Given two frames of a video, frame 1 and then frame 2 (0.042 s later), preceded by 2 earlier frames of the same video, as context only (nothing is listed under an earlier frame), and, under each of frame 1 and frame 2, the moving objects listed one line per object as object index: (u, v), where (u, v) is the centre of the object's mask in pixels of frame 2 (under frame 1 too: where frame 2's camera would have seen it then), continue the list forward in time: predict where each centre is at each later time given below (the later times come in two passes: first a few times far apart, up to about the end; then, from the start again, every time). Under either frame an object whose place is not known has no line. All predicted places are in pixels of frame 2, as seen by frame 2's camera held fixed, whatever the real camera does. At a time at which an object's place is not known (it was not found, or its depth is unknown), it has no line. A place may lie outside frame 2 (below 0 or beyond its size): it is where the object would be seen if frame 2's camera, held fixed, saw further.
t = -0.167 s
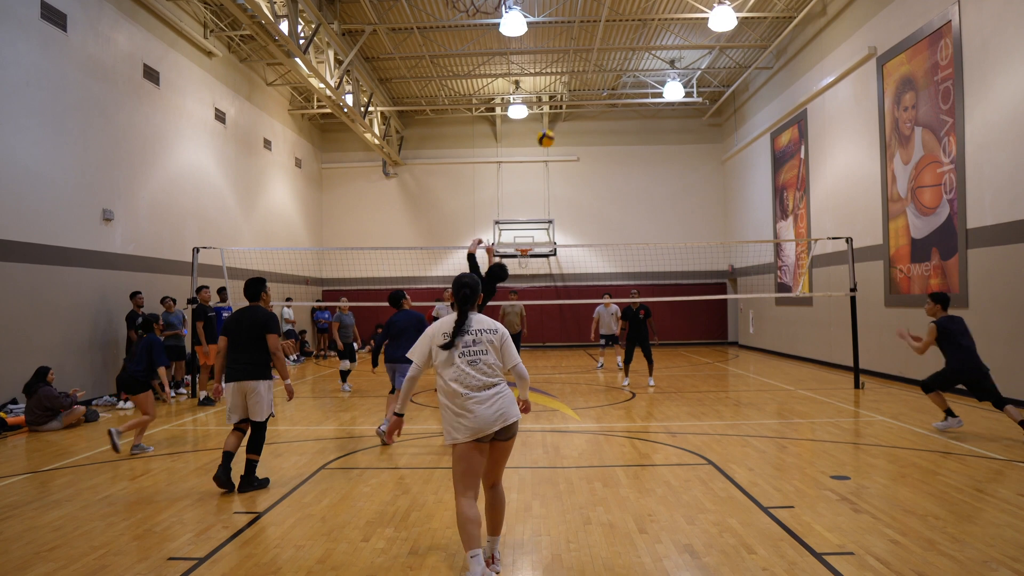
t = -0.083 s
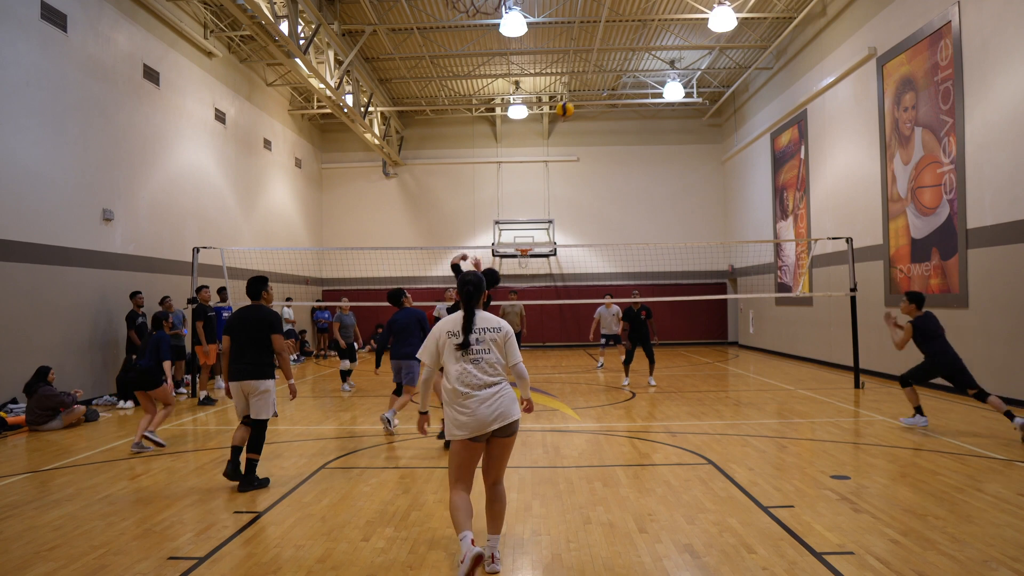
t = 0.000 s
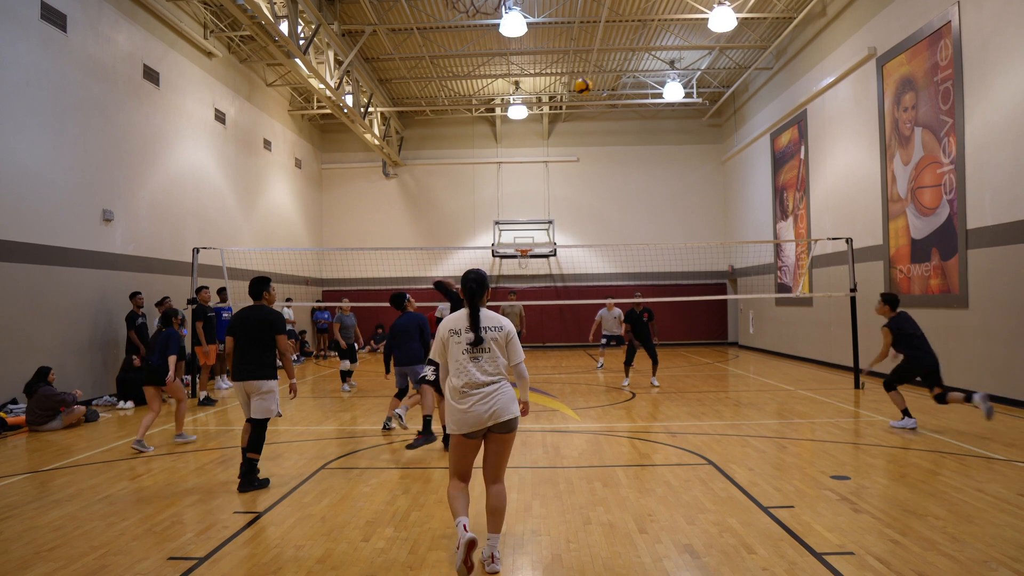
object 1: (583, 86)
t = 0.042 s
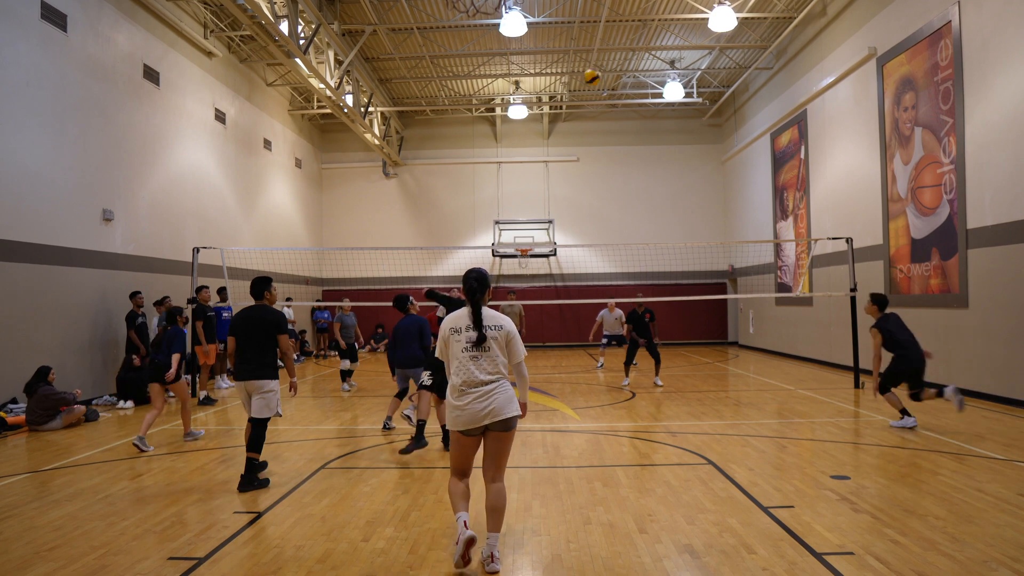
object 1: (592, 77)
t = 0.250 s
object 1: (634, 51)
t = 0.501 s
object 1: (682, 64)
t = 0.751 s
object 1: (727, 119)
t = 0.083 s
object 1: (601, 69)
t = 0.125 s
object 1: (609, 62)
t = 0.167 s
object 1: (618, 58)
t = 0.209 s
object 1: (626, 54)
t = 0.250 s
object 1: (634, 51)
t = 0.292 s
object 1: (642, 50)
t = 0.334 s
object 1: (651, 50)
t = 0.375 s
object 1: (659, 52)
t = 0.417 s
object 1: (667, 55)
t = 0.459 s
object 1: (675, 59)
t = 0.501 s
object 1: (682, 64)
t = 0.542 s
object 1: (690, 70)
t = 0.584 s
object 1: (698, 77)
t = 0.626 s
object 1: (706, 86)
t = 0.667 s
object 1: (713, 97)
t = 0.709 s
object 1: (720, 107)
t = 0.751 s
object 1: (727, 119)
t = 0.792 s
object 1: (735, 132)
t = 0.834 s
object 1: (742, 146)
